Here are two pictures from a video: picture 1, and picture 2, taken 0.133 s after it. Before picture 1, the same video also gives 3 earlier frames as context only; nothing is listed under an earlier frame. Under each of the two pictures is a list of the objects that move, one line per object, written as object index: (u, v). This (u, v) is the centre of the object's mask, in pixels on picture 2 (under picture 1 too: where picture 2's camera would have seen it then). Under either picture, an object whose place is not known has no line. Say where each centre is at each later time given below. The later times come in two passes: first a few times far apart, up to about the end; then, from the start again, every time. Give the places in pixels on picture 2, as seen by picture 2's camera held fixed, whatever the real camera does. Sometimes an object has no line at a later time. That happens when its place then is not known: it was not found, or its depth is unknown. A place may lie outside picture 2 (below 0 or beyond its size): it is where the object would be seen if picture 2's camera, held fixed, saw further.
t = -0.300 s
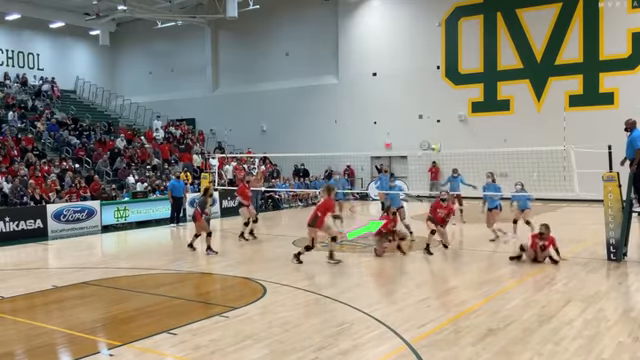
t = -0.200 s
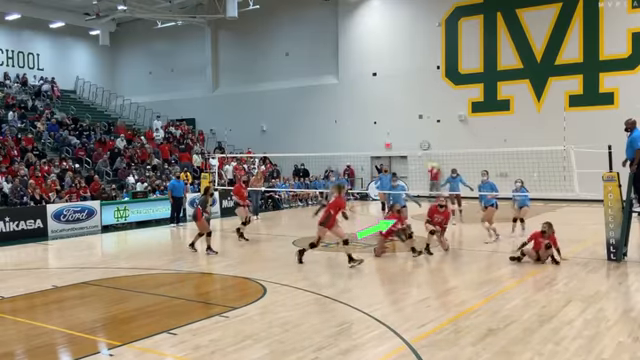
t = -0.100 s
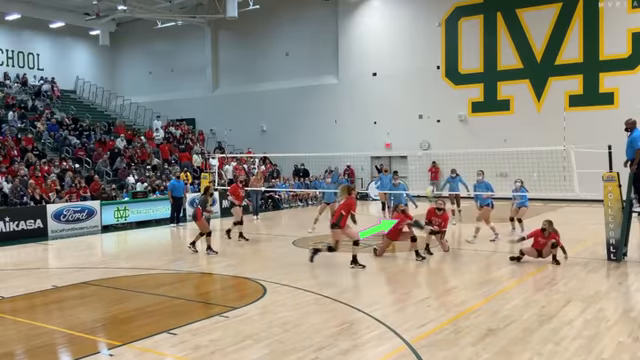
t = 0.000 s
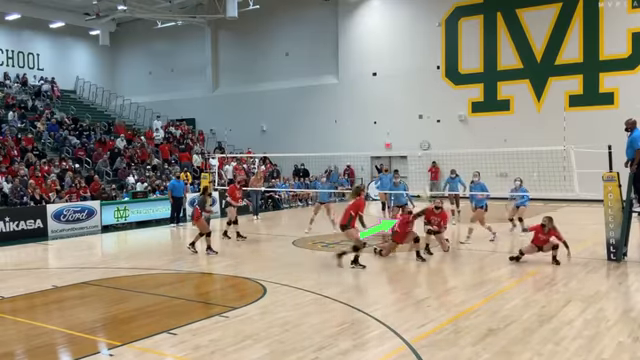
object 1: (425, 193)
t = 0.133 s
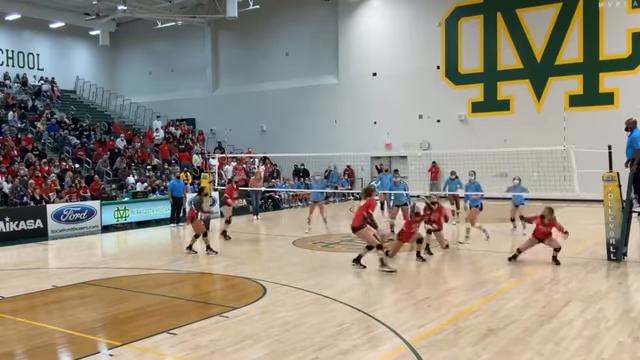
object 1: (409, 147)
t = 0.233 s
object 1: (397, 111)
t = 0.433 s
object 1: (375, 66)
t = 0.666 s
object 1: (353, 41)
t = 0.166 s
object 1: (404, 132)
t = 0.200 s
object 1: (401, 122)
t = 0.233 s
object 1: (397, 111)
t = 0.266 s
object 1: (392, 101)
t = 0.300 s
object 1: (388, 94)
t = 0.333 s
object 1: (385, 88)
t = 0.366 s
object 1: (382, 79)
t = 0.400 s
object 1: (380, 72)
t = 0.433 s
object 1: (375, 66)
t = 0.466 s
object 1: (372, 61)
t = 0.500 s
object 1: (370, 55)
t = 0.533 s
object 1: (365, 51)
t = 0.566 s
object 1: (362, 48)
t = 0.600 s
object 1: (359, 45)
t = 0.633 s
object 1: (356, 43)
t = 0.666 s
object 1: (353, 41)
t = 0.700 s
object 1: (349, 39)
